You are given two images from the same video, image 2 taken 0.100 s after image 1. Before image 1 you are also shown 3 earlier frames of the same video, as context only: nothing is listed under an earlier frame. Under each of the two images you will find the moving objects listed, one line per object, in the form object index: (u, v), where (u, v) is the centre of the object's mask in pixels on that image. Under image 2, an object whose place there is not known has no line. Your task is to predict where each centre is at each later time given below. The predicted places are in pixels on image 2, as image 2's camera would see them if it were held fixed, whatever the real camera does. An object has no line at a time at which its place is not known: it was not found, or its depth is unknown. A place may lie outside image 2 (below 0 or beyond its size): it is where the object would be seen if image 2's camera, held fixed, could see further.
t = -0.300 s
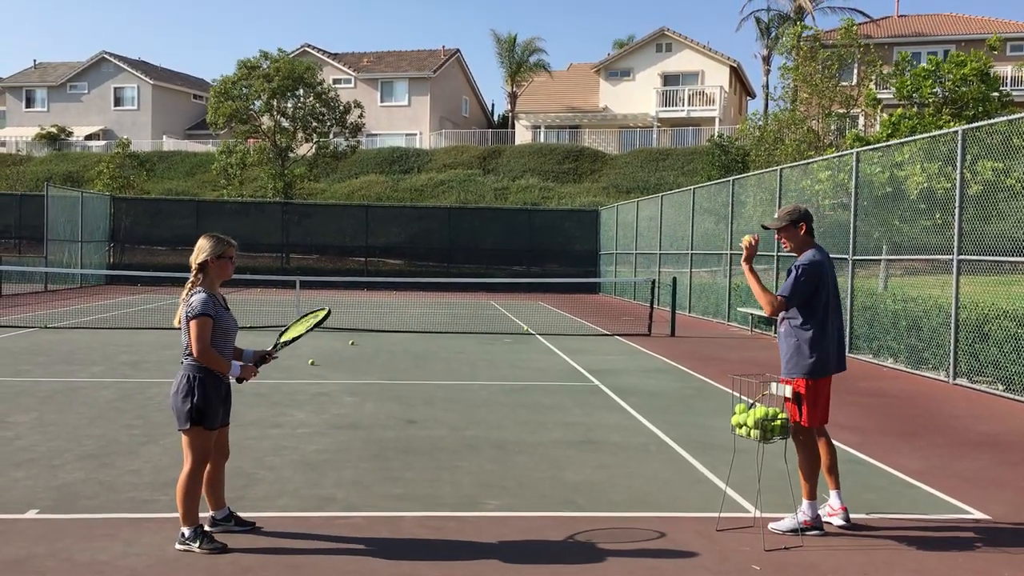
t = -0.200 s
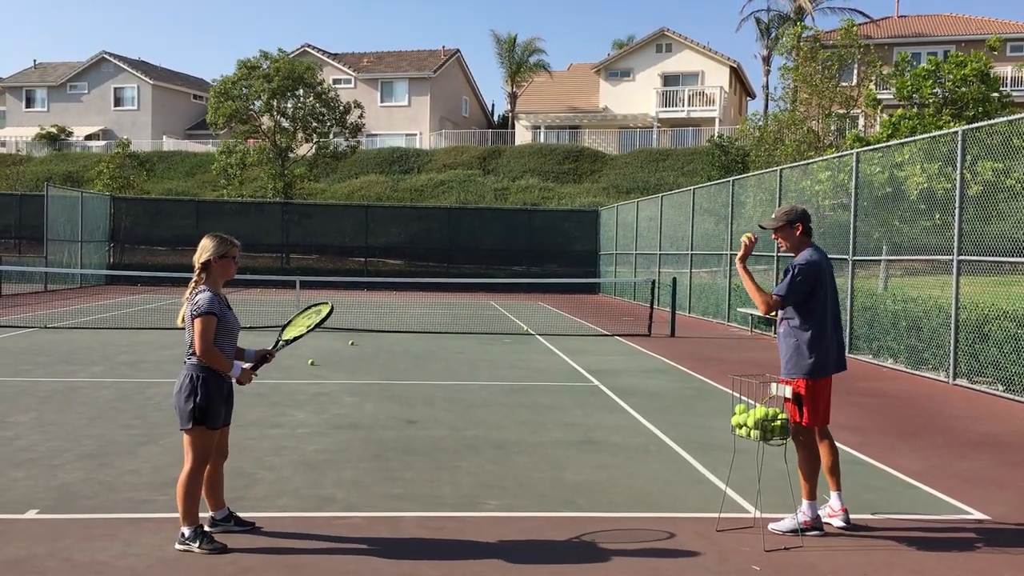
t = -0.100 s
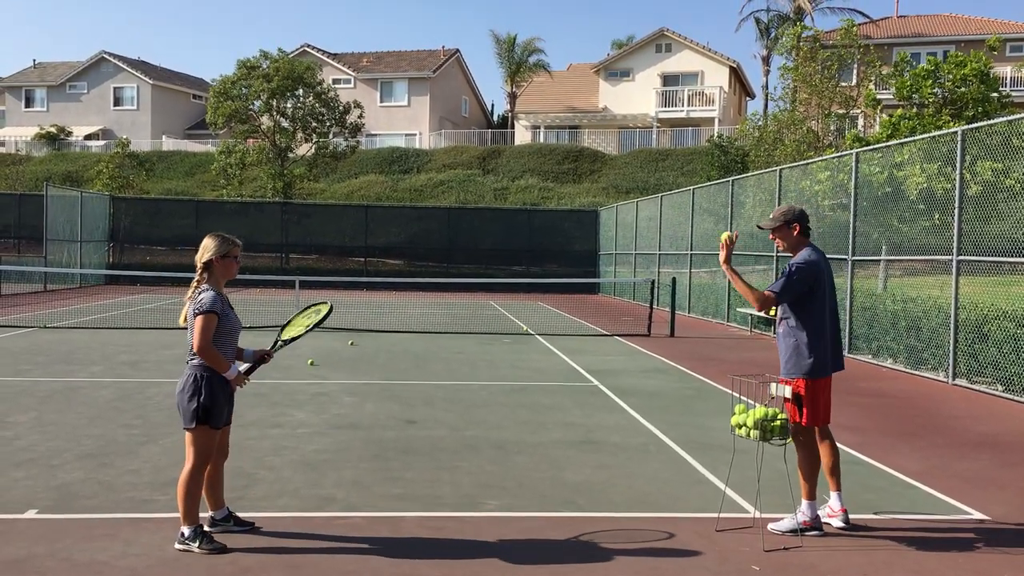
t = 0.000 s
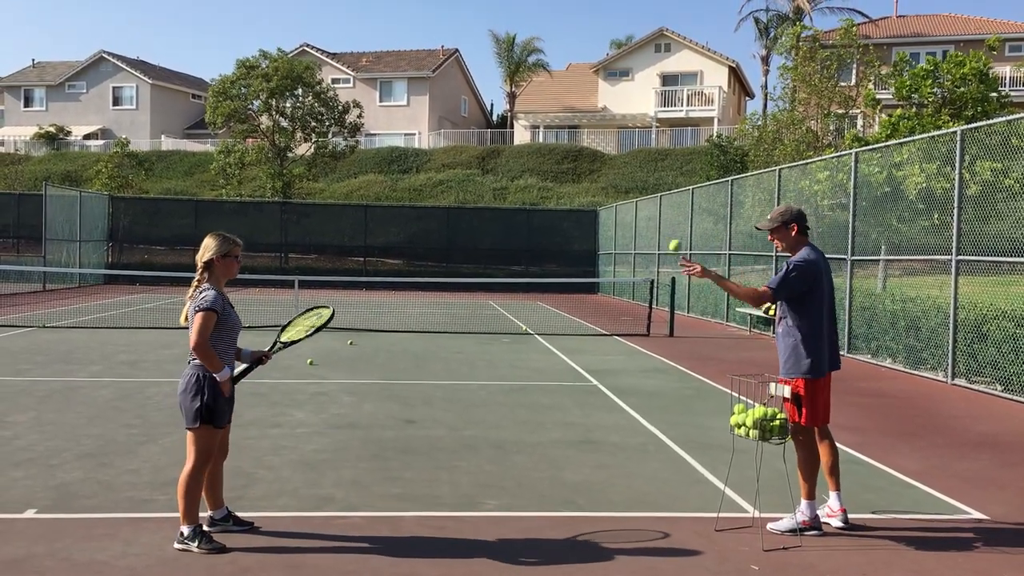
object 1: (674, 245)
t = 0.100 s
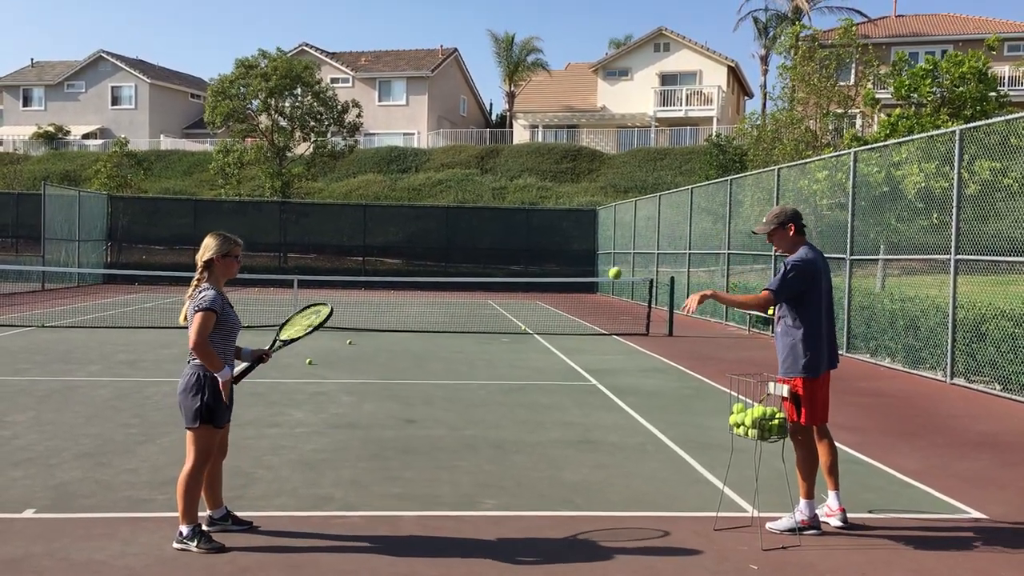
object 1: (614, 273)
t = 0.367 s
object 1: (459, 438)
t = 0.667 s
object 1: (355, 392)
